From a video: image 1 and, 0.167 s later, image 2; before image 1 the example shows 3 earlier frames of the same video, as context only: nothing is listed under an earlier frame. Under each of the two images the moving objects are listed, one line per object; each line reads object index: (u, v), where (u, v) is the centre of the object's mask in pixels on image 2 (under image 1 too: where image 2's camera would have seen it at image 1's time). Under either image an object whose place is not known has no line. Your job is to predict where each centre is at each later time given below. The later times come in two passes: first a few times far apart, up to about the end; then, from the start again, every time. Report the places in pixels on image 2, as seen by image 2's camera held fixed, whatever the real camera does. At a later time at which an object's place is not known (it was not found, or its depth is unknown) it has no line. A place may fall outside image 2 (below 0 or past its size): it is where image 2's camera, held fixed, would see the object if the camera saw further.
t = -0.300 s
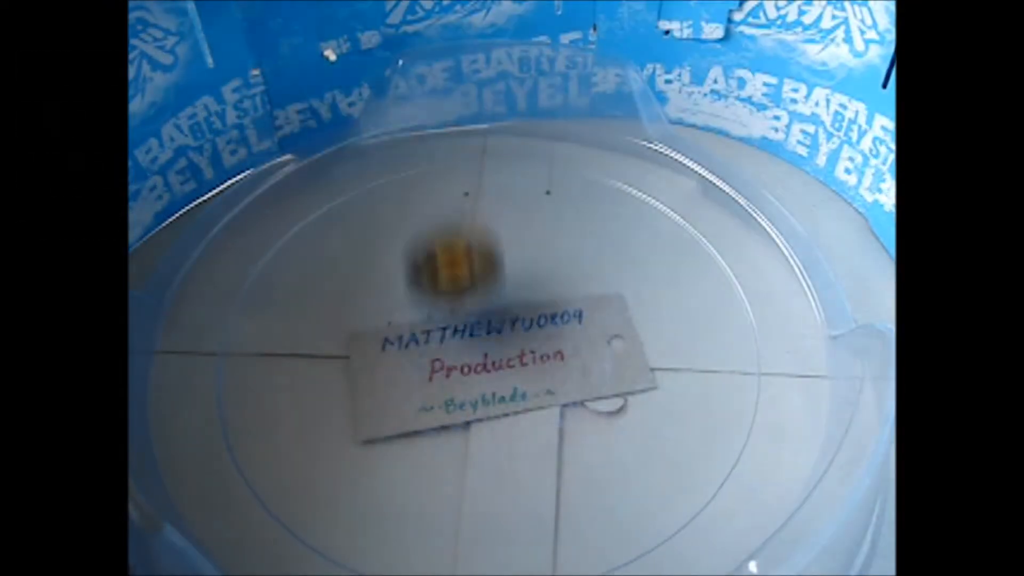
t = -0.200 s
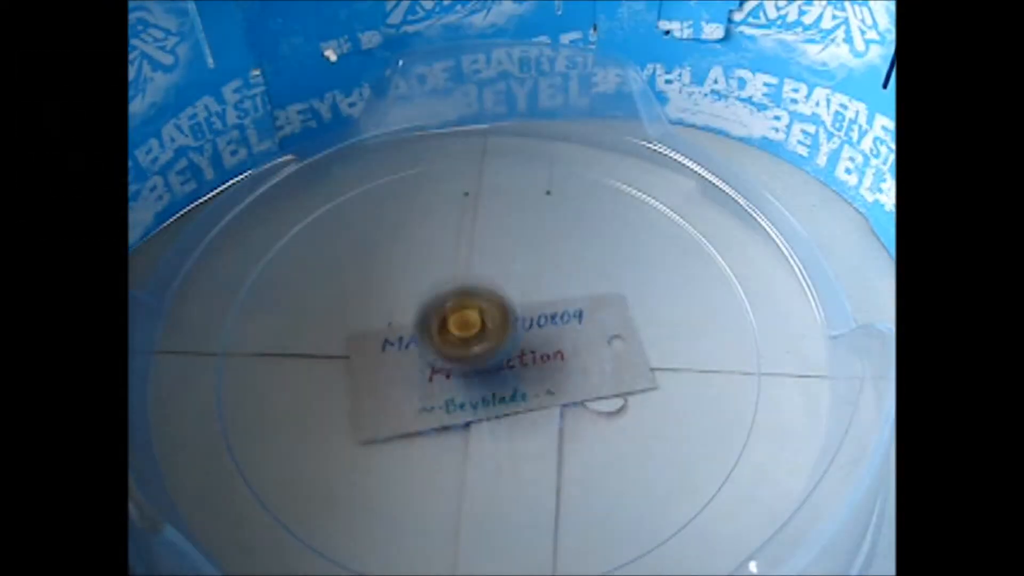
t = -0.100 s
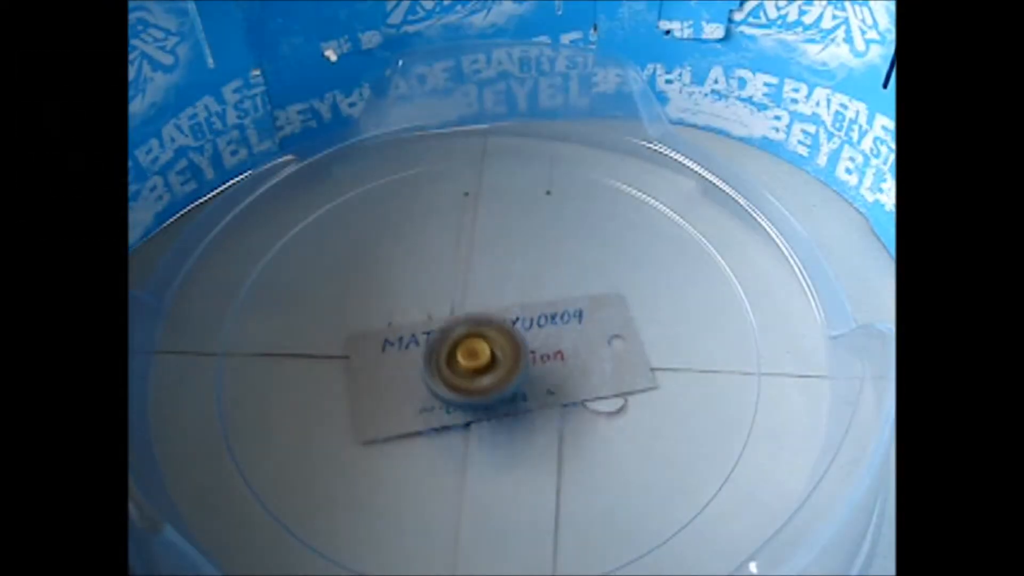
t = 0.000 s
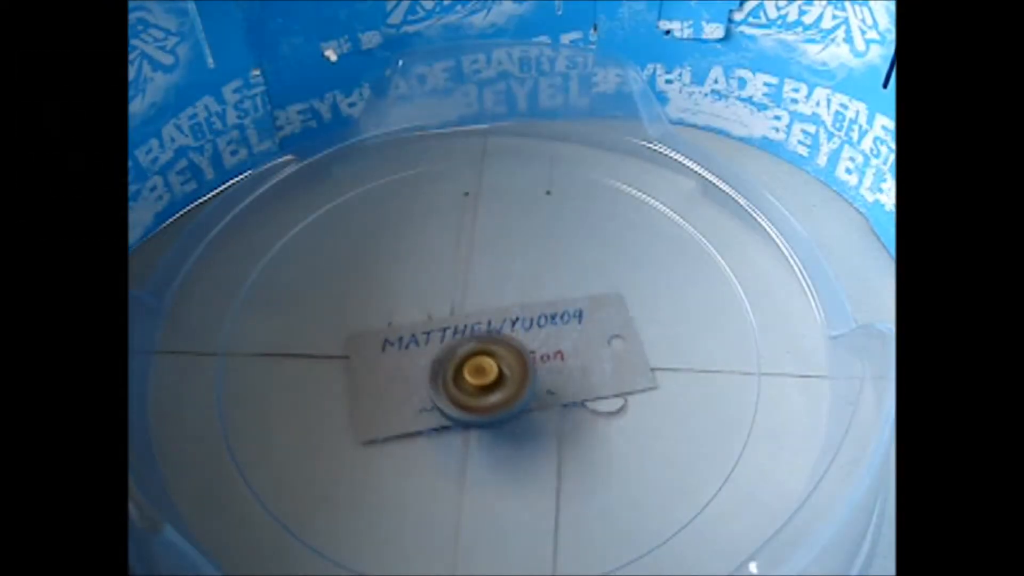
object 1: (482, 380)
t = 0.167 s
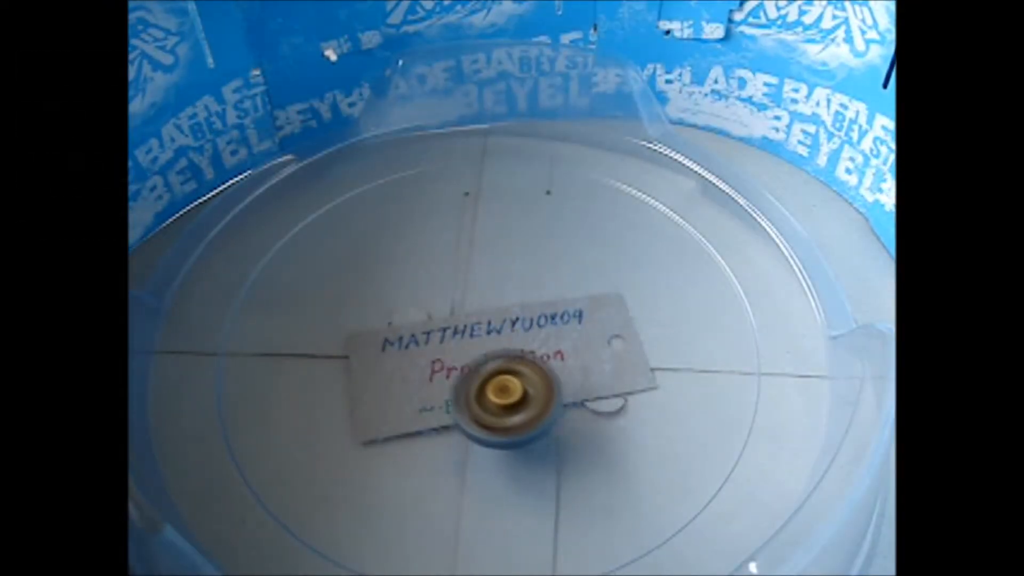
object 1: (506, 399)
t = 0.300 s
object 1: (530, 399)
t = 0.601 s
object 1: (556, 367)
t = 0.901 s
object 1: (494, 353)
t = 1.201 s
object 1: (443, 385)
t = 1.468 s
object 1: (463, 406)
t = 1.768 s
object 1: (485, 376)
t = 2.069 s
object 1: (446, 345)
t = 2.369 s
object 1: (414, 347)
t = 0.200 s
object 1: (512, 400)
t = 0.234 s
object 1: (518, 401)
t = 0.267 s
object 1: (524, 401)
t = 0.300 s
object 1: (530, 399)
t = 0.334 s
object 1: (537, 398)
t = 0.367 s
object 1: (542, 395)
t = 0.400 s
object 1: (548, 392)
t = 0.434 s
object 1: (552, 389)
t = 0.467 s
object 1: (556, 385)
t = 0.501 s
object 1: (558, 381)
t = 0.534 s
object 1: (560, 376)
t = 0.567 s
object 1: (559, 371)
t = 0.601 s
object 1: (556, 367)
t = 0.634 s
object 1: (552, 364)
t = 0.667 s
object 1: (547, 363)
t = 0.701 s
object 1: (539, 358)
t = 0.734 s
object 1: (533, 354)
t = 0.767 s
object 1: (526, 353)
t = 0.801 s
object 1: (519, 352)
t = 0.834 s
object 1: (510, 352)
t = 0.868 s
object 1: (501, 352)
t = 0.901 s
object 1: (494, 353)
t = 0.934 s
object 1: (487, 355)
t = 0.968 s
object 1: (481, 357)
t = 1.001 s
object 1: (473, 360)
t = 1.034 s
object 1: (467, 364)
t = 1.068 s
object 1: (459, 367)
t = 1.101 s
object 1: (454, 372)
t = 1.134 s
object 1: (449, 378)
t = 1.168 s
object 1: (446, 382)
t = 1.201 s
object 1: (443, 385)
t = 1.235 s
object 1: (442, 388)
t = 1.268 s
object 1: (443, 391)
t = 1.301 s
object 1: (444, 395)
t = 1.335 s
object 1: (448, 399)
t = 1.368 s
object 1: (451, 402)
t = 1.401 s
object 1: (455, 404)
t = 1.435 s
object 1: (459, 406)
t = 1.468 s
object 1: (463, 406)
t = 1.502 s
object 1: (468, 406)
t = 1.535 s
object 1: (472, 404)
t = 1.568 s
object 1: (477, 401)
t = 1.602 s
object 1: (481, 398)
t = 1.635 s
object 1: (485, 394)
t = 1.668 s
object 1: (487, 391)
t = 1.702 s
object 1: (487, 386)
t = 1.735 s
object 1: (487, 381)
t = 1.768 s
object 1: (485, 376)
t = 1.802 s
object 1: (483, 372)
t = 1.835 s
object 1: (480, 366)
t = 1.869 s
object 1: (476, 362)
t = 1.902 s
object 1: (471, 358)
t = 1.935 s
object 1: (466, 354)
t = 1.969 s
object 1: (461, 351)
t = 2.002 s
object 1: (456, 349)
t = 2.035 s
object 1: (450, 346)
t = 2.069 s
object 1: (446, 345)
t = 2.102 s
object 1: (441, 344)
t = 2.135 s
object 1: (436, 343)
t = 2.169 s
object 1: (432, 343)
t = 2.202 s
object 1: (428, 343)
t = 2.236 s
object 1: (424, 343)
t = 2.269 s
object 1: (420, 344)
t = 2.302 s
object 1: (417, 345)
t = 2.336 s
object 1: (414, 346)
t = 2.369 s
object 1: (414, 347)
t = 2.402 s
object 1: (414, 348)
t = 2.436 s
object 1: (414, 350)
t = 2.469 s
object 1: (416, 351)
